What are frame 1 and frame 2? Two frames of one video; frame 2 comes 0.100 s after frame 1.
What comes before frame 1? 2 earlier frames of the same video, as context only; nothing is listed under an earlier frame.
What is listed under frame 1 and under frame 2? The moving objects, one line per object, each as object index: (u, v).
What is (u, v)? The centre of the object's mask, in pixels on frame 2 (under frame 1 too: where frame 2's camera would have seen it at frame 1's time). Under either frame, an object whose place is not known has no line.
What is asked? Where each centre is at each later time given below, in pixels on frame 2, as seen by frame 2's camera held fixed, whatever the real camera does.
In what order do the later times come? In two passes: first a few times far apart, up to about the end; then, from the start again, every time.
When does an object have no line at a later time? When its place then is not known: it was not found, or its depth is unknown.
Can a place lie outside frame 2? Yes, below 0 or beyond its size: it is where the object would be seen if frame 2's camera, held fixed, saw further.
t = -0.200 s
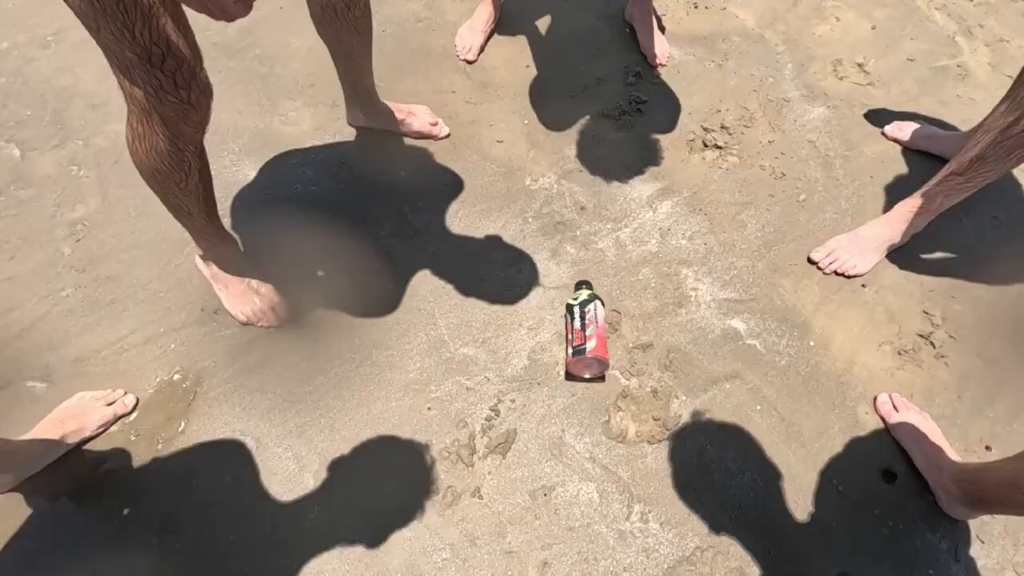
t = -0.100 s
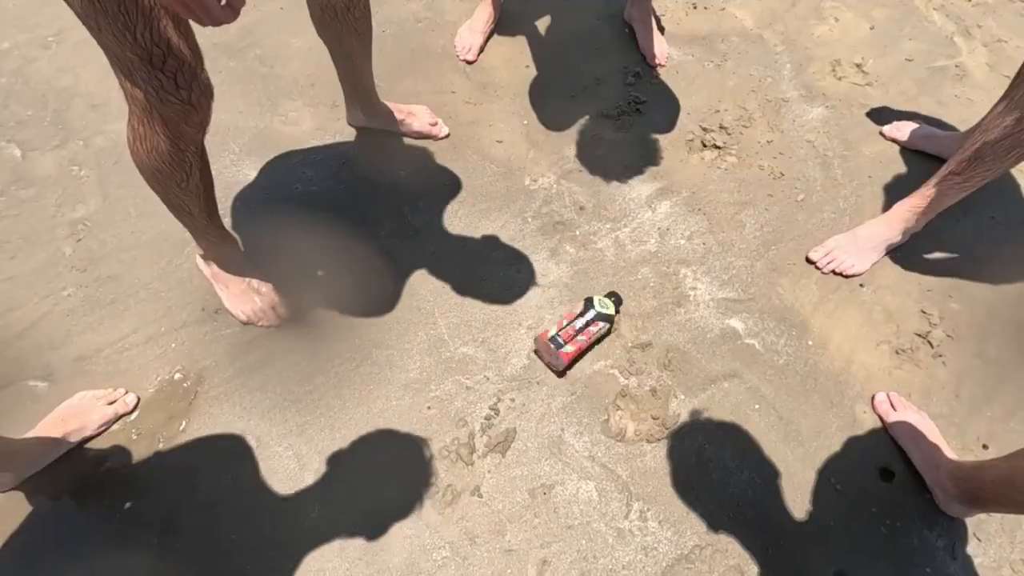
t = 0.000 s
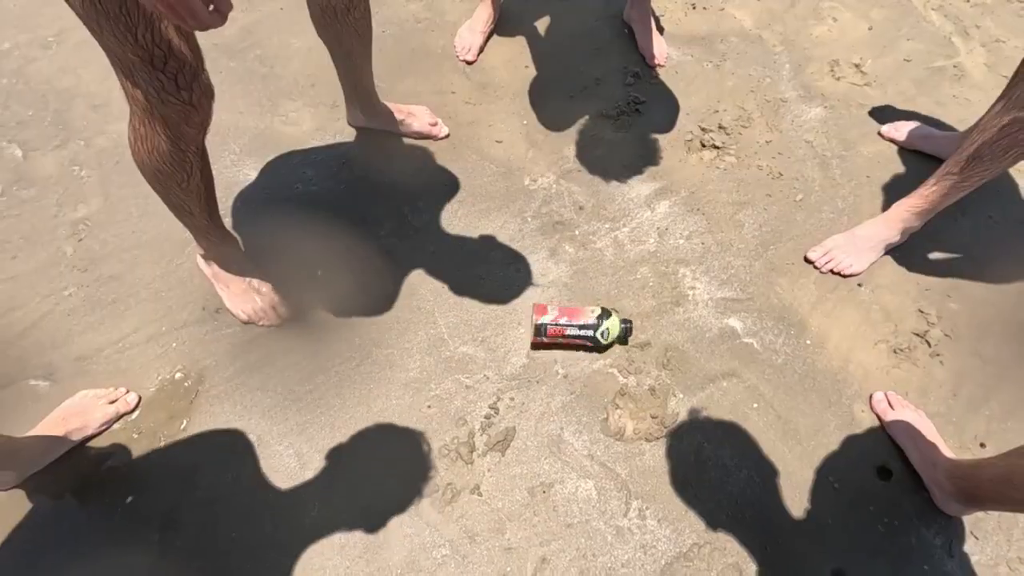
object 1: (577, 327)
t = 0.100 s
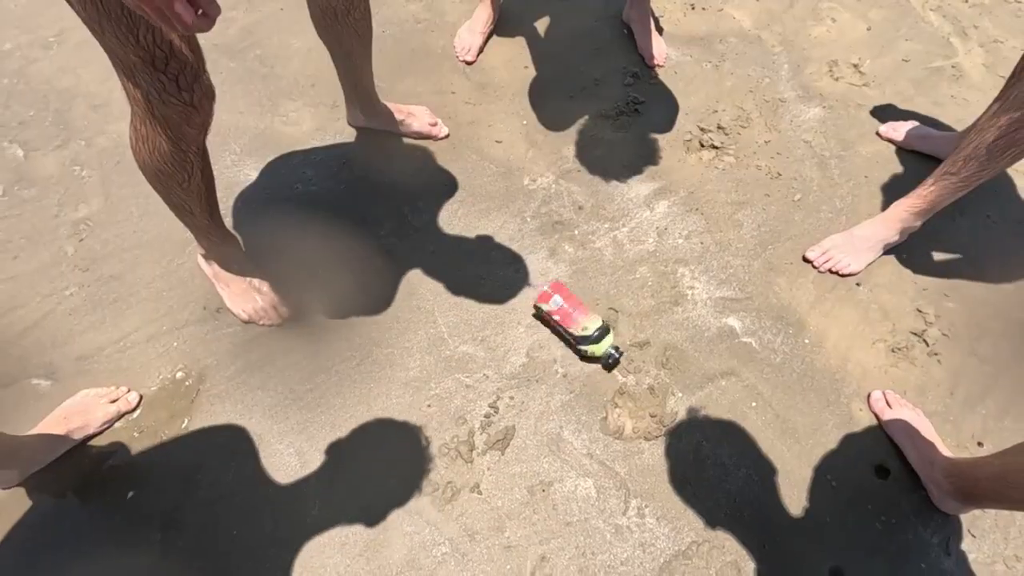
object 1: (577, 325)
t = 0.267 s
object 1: (583, 326)
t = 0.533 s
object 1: (587, 339)
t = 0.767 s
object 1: (571, 342)
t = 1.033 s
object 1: (574, 337)
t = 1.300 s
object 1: (584, 341)
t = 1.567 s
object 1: (582, 357)
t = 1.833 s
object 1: (572, 355)
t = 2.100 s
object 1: (576, 349)
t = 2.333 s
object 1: (586, 349)
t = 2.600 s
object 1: (588, 357)
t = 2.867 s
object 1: (583, 363)
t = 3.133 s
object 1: (576, 358)
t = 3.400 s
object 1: (578, 354)
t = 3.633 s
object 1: (579, 353)
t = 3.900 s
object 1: (583, 351)
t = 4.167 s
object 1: (587, 352)
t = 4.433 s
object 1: (589, 354)
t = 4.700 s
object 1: (591, 356)
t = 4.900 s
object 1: (591, 357)
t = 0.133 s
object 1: (577, 325)
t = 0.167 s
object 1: (578, 325)
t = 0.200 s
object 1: (580, 324)
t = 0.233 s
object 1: (582, 325)
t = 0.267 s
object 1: (583, 326)
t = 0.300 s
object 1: (585, 326)
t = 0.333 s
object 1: (586, 327)
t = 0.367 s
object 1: (587, 329)
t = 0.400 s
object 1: (586, 330)
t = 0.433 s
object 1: (587, 332)
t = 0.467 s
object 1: (587, 333)
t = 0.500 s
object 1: (587, 336)
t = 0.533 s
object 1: (587, 339)
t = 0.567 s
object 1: (584, 345)
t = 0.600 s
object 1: (582, 346)
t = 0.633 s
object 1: (579, 347)
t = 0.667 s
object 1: (576, 346)
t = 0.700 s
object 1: (574, 346)
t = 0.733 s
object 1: (572, 344)
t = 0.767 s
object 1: (571, 342)
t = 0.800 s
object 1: (572, 340)
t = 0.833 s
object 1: (572, 339)
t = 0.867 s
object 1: (572, 340)
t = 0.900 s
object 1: (572, 340)
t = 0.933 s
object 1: (572, 337)
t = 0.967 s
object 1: (573, 337)
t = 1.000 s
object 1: (573, 338)
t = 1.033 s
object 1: (574, 337)
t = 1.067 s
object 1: (576, 336)
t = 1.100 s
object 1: (577, 336)
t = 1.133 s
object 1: (579, 336)
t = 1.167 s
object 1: (580, 336)
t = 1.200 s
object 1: (582, 337)
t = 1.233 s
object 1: (583, 339)
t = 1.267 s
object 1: (585, 341)
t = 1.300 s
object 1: (584, 341)
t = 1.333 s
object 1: (585, 342)
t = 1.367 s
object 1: (584, 343)
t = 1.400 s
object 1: (585, 346)
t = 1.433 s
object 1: (587, 349)
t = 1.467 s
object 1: (586, 351)
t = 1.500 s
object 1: (586, 353)
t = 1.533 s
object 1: (584, 356)
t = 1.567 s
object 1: (582, 357)
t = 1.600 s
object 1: (580, 358)
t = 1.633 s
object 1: (578, 358)
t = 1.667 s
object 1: (576, 359)
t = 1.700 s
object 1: (575, 358)
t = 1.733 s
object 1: (573, 358)
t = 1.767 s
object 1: (573, 357)
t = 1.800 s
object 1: (572, 355)
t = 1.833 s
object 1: (572, 355)
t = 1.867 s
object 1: (572, 353)
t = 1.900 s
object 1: (573, 353)
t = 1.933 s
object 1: (573, 352)
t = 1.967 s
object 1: (573, 351)
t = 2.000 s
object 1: (574, 350)
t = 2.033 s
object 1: (575, 350)
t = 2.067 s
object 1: (575, 349)
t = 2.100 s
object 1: (576, 349)
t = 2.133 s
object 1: (577, 347)
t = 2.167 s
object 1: (579, 347)
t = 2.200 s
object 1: (580, 347)
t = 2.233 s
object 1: (582, 347)
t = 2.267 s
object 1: (584, 348)
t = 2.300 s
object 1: (585, 348)
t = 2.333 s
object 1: (586, 349)
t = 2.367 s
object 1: (587, 350)
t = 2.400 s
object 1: (588, 350)
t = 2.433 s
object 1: (588, 351)
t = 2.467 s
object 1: (589, 351)
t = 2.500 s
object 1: (589, 352)
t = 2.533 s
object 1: (589, 354)
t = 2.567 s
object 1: (589, 356)
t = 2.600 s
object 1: (588, 357)
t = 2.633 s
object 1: (589, 358)
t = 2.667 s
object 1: (588, 359)
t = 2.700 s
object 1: (588, 361)
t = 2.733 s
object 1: (587, 362)
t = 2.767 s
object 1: (587, 363)
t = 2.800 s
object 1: (586, 363)
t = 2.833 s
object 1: (585, 363)
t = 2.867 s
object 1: (583, 363)
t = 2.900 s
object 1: (582, 363)
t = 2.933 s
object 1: (581, 363)
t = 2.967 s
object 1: (579, 363)
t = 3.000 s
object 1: (579, 363)
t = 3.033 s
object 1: (577, 362)
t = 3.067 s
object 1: (577, 360)
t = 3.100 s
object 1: (576, 360)
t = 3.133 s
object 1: (576, 358)
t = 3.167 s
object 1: (576, 357)
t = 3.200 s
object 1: (576, 356)
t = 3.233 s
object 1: (576, 356)
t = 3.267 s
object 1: (577, 355)
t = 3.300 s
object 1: (577, 355)
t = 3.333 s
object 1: (578, 354)
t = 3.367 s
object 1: (578, 355)
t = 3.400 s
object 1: (578, 354)
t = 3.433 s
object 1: (578, 355)
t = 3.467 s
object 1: (578, 354)
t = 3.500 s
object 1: (578, 354)
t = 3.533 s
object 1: (578, 353)
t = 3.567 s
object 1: (579, 353)
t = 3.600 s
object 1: (579, 353)
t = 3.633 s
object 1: (579, 353)
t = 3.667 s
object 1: (579, 352)
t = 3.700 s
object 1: (580, 352)
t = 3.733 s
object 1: (581, 352)
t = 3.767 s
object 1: (581, 352)
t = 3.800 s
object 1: (582, 352)
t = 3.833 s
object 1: (582, 351)
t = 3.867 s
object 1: (583, 351)
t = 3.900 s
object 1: (583, 351)
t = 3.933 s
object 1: (584, 351)
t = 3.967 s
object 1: (584, 351)
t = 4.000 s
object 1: (585, 351)
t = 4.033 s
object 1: (586, 351)
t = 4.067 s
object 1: (587, 352)
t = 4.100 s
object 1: (587, 352)
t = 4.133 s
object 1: (587, 352)
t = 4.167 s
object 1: (587, 352)
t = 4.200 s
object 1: (587, 352)
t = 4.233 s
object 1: (588, 353)
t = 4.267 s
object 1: (588, 353)
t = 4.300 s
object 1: (588, 353)
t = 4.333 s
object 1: (588, 354)
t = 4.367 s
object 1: (588, 354)
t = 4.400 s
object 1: (589, 354)
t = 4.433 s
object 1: (589, 354)
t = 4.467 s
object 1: (589, 354)
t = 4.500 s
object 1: (590, 354)
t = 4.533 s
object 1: (590, 354)
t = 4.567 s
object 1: (591, 355)
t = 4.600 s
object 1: (591, 355)
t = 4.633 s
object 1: (591, 355)
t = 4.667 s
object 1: (591, 355)
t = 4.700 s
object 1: (591, 356)
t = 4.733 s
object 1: (591, 356)
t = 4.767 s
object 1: (591, 356)
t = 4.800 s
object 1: (591, 356)
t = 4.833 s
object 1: (591, 356)
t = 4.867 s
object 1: (591, 356)
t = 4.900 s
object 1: (591, 357)
